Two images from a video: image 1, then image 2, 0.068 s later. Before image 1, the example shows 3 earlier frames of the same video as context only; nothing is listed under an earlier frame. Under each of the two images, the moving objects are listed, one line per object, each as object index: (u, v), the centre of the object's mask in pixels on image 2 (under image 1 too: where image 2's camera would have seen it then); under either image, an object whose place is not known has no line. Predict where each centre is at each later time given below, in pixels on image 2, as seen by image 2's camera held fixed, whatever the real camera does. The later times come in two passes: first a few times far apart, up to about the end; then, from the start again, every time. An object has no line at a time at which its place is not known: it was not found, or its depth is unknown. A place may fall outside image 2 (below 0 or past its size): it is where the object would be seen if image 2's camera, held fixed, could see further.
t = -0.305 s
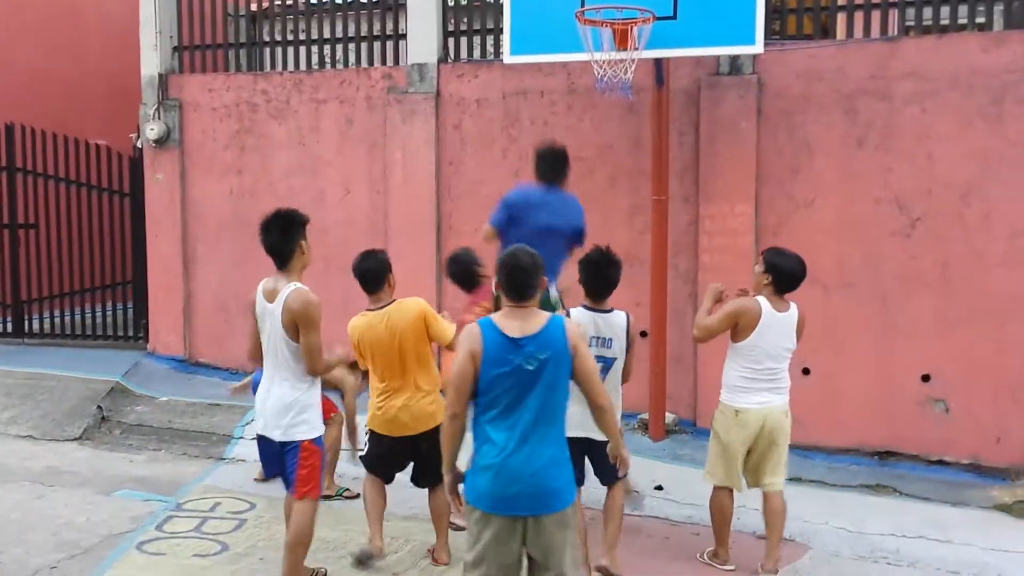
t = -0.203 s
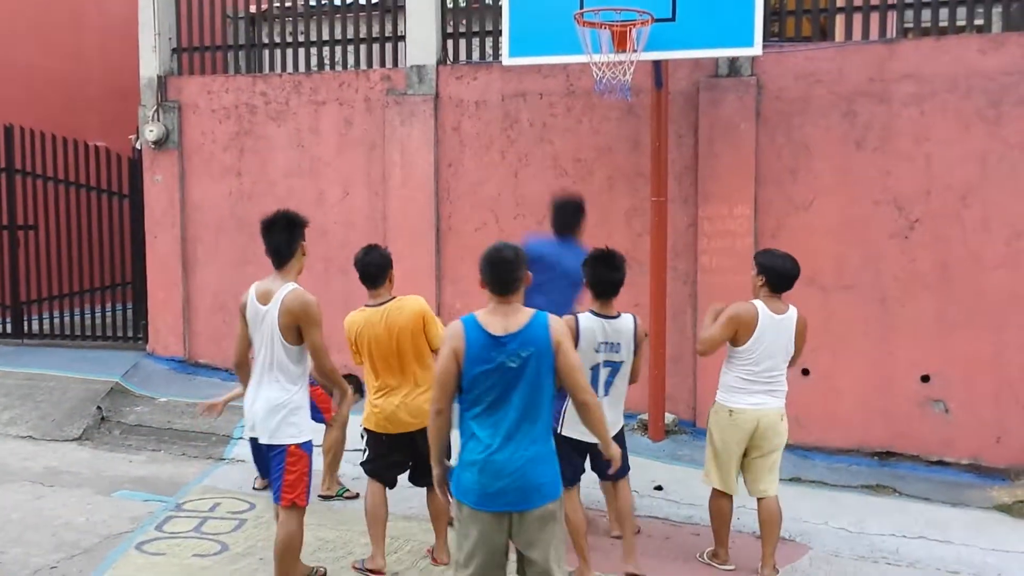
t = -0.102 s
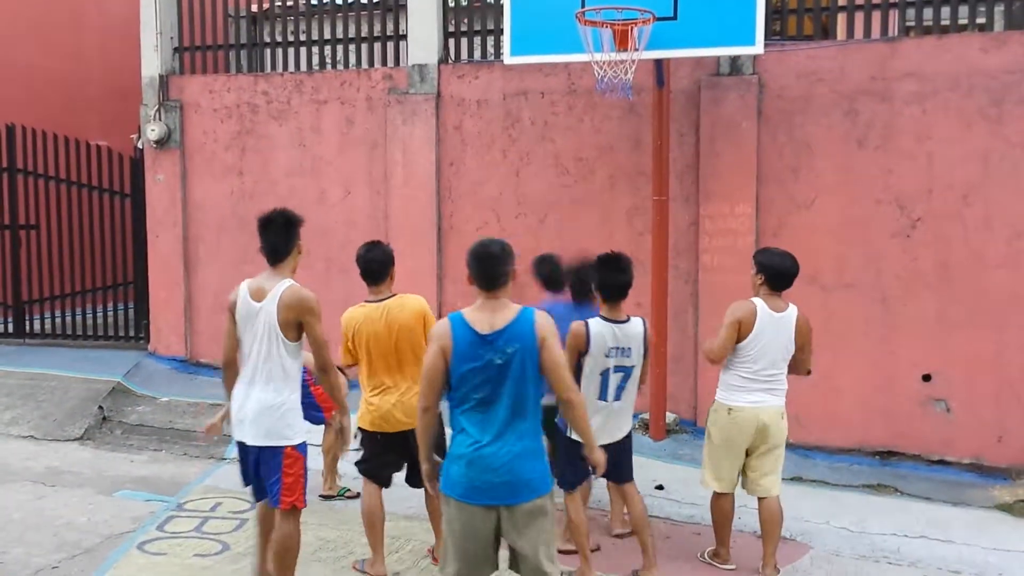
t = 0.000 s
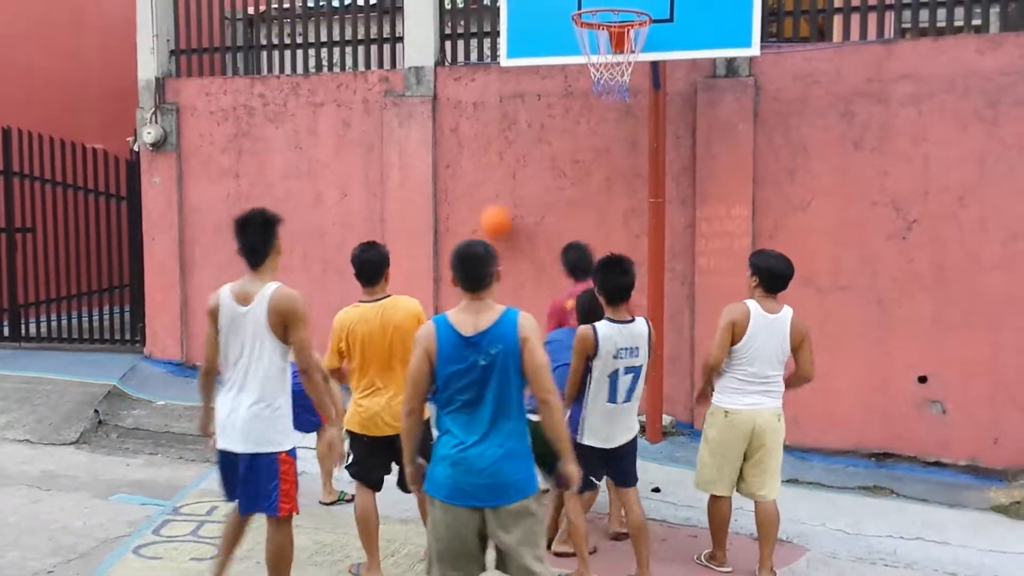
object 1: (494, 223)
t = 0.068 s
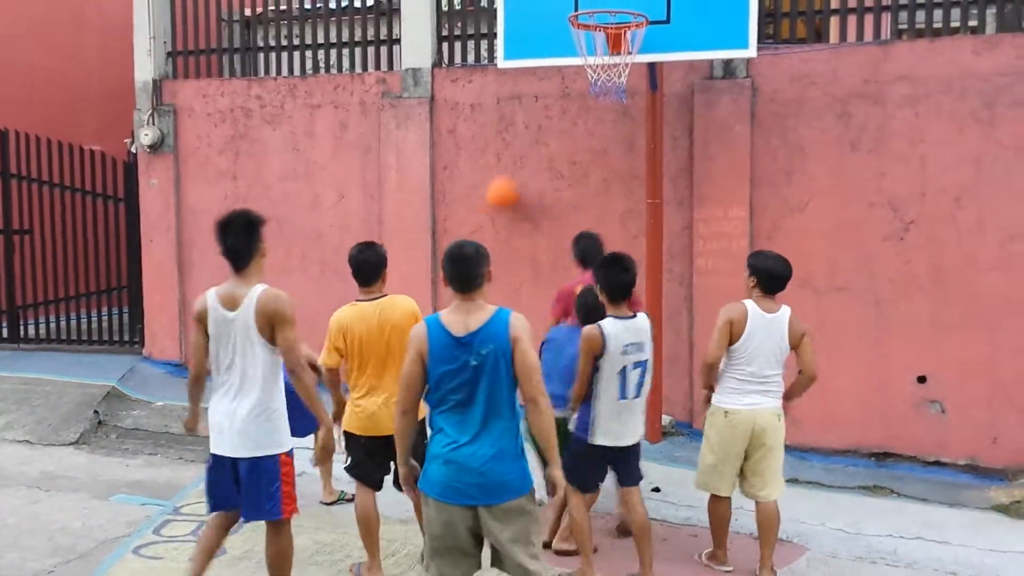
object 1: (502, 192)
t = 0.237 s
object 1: (527, 148)
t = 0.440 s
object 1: (557, 140)
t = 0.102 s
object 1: (509, 181)
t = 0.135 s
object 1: (513, 171)
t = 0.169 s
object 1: (518, 162)
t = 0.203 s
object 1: (523, 153)
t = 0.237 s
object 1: (527, 148)
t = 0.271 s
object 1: (532, 143)
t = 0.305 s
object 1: (537, 139)
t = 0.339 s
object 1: (542, 137)
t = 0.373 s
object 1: (547, 136)
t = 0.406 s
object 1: (552, 137)
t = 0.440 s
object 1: (557, 140)
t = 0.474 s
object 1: (562, 144)
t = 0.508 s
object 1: (567, 150)
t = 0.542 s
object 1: (572, 157)
